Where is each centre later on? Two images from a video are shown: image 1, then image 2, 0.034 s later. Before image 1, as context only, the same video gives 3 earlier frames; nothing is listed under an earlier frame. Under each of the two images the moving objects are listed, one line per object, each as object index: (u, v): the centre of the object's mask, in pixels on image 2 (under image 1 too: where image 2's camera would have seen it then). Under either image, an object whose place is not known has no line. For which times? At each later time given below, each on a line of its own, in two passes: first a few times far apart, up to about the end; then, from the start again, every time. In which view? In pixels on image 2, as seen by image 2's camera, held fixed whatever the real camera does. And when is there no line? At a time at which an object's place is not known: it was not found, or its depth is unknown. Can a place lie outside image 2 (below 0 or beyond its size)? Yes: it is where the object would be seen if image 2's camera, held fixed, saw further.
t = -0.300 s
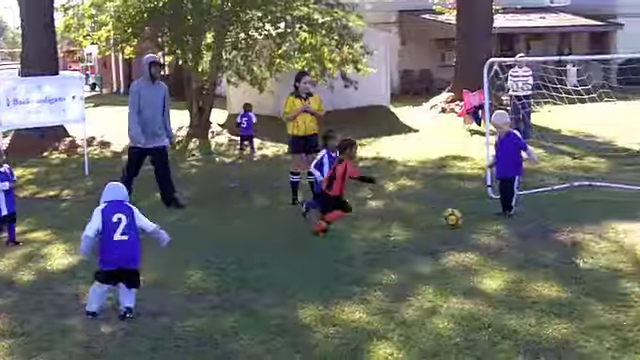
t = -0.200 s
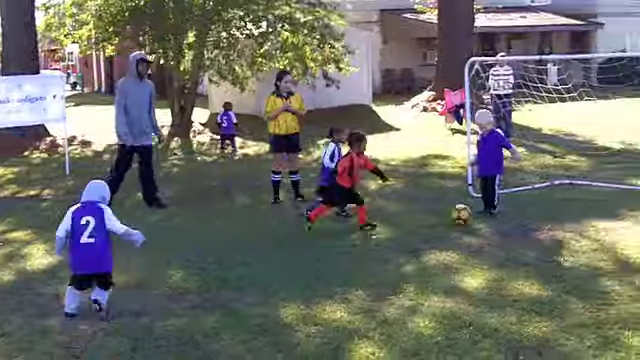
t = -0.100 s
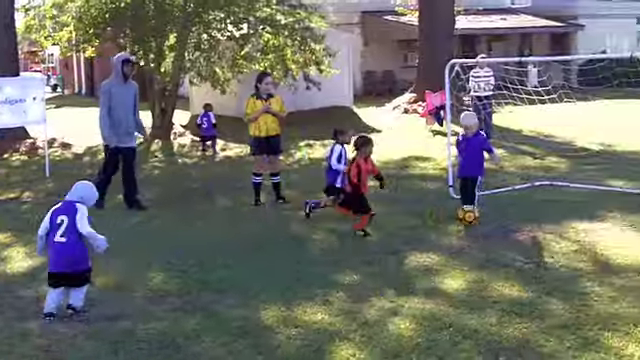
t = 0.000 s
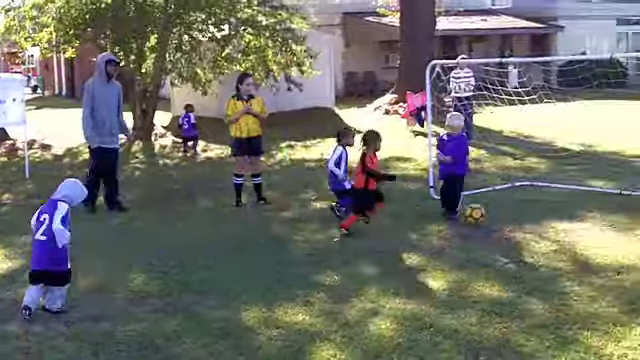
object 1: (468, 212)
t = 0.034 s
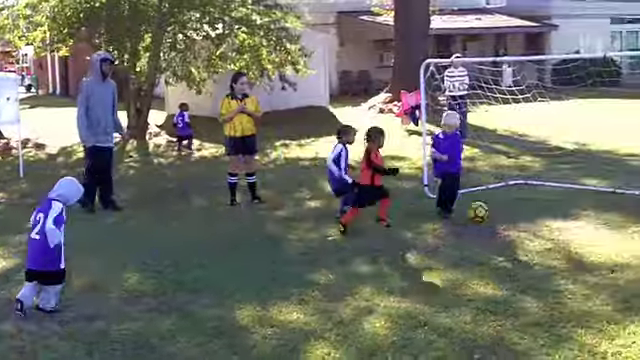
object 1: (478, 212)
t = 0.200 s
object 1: (517, 212)
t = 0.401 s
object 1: (564, 210)
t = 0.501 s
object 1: (588, 211)
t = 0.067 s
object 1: (486, 213)
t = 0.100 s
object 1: (494, 212)
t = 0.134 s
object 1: (502, 211)
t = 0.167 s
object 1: (509, 211)
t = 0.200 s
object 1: (517, 212)
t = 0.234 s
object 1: (525, 212)
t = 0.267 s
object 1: (534, 211)
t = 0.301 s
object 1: (542, 210)
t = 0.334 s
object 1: (549, 210)
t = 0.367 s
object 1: (557, 211)
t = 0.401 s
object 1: (564, 210)
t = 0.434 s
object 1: (572, 210)
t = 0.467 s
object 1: (580, 210)
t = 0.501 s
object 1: (588, 211)
